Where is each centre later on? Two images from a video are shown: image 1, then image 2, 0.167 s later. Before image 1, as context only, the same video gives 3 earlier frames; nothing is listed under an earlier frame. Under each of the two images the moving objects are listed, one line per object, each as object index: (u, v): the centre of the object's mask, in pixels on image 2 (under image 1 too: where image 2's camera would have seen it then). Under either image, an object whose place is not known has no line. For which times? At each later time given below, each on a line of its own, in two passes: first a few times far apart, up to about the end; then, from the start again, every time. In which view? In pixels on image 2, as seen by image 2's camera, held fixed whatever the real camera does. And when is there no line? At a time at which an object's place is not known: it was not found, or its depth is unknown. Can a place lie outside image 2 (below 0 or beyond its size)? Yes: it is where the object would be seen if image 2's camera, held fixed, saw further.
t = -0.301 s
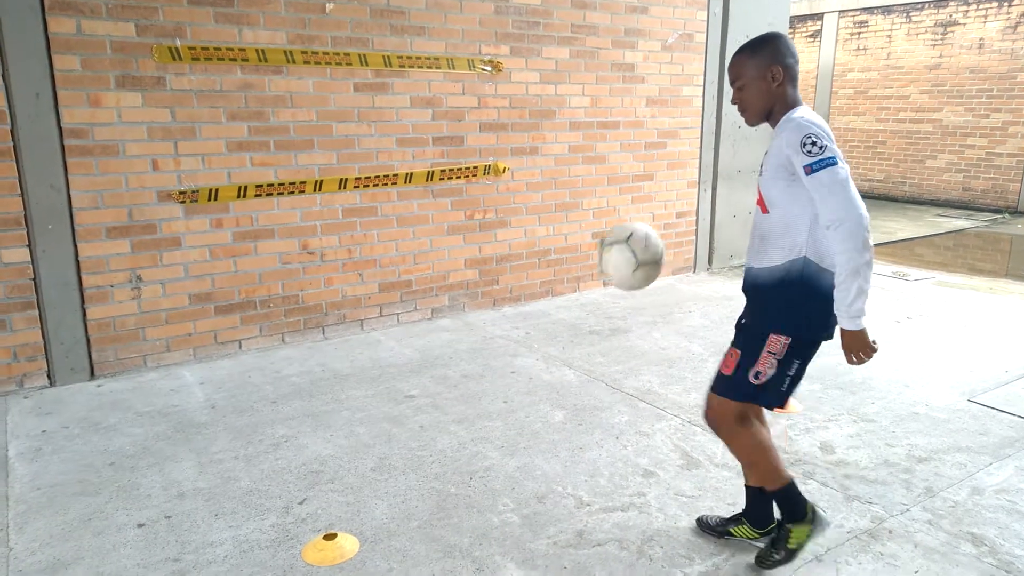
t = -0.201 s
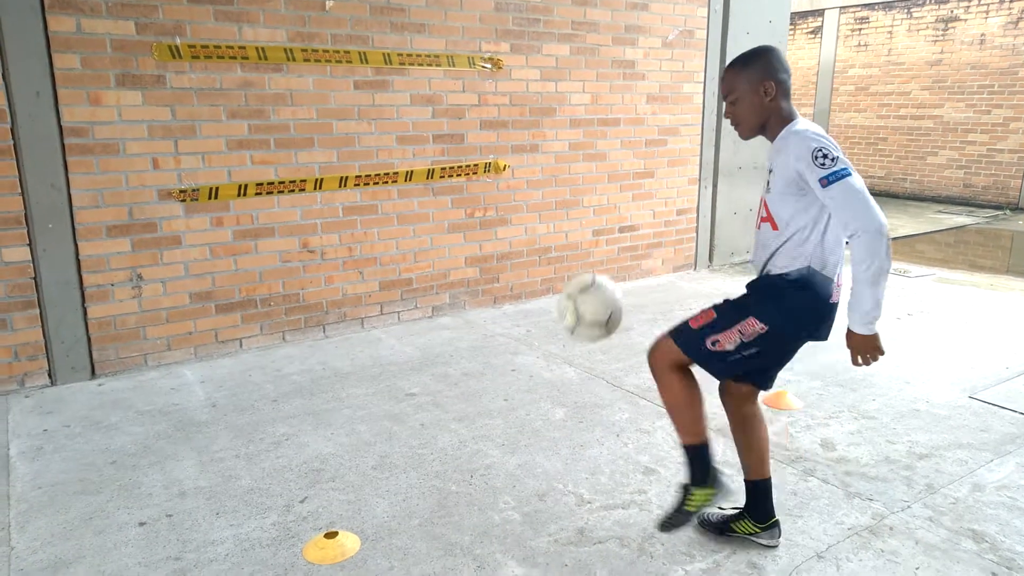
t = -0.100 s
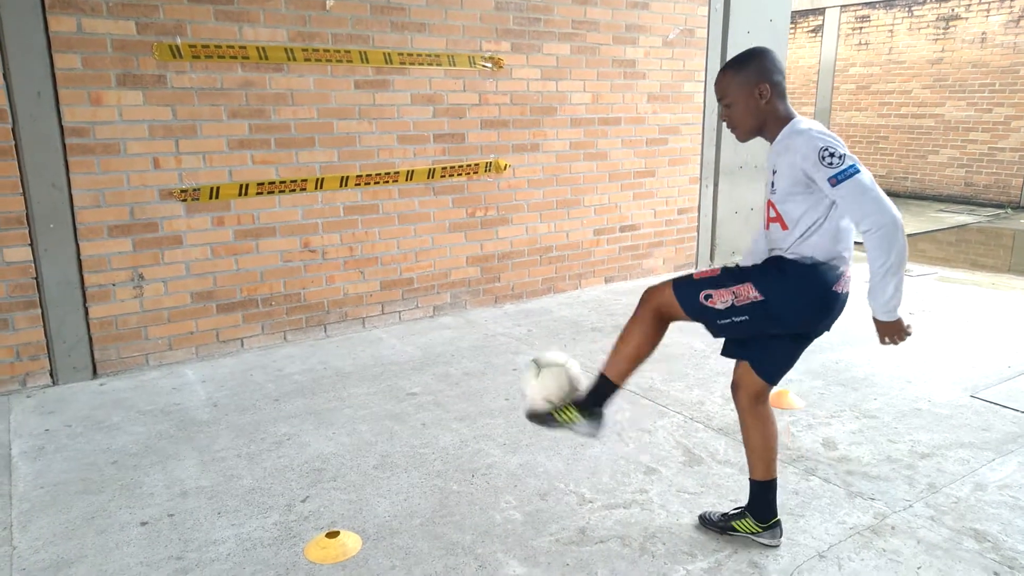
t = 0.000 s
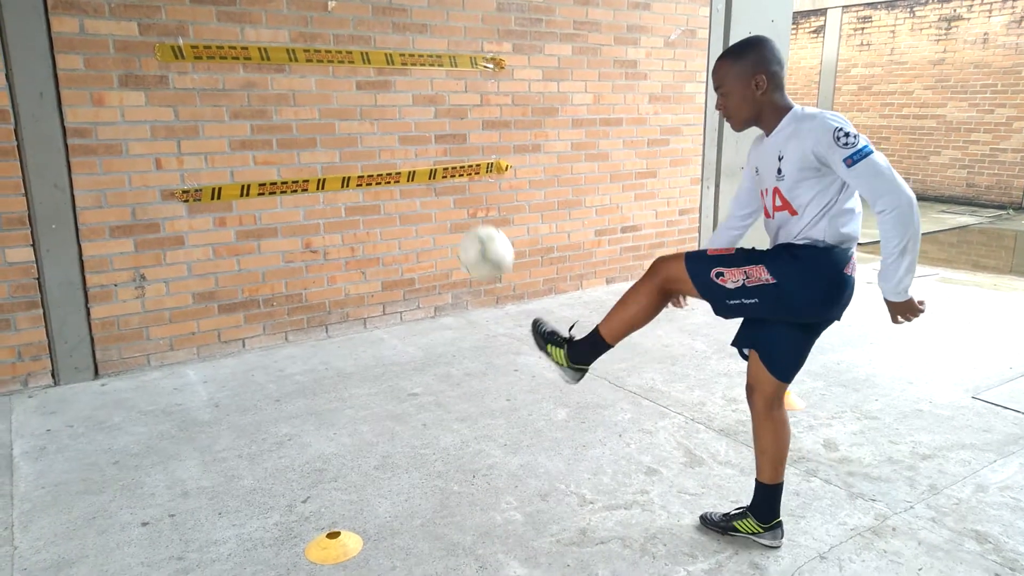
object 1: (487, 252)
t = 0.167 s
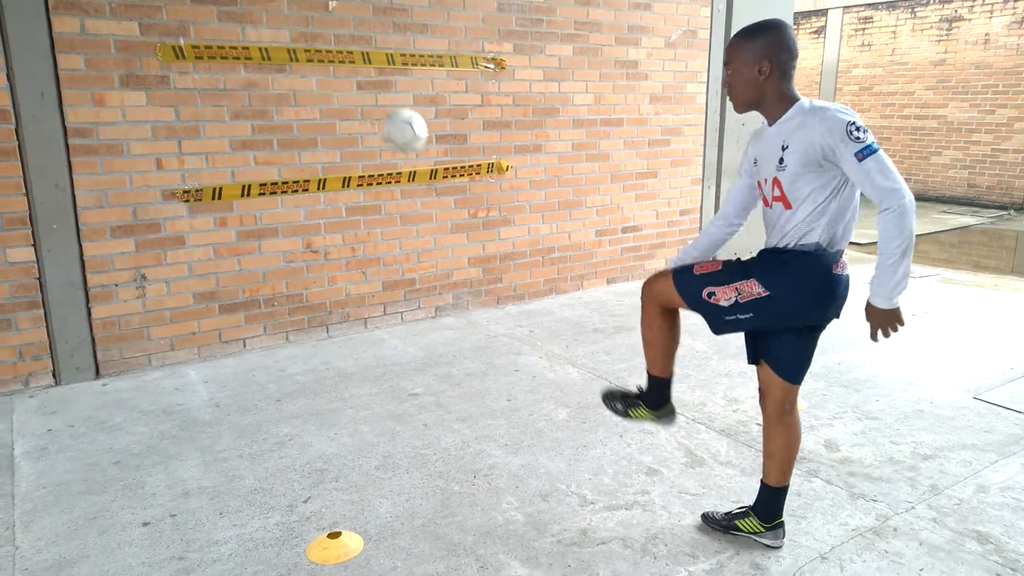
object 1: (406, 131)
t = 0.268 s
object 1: (370, 101)
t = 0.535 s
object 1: (399, 100)
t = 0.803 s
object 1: (530, 256)
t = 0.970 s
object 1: (634, 457)
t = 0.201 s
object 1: (393, 118)
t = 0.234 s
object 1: (381, 109)
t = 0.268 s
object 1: (370, 101)
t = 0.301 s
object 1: (361, 97)
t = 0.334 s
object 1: (352, 93)
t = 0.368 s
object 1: (344, 92)
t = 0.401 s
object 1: (354, 90)
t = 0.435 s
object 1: (364, 89)
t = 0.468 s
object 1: (375, 90)
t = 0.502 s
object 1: (387, 95)
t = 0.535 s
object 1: (399, 100)
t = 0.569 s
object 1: (413, 109)
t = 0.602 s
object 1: (427, 120)
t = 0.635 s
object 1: (442, 134)
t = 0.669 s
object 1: (457, 152)
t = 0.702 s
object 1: (474, 172)
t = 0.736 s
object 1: (494, 197)
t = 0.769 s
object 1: (510, 225)
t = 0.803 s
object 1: (530, 256)
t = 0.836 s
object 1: (551, 294)
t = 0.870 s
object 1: (571, 337)
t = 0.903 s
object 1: (592, 382)
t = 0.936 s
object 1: (618, 438)
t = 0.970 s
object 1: (634, 457)
